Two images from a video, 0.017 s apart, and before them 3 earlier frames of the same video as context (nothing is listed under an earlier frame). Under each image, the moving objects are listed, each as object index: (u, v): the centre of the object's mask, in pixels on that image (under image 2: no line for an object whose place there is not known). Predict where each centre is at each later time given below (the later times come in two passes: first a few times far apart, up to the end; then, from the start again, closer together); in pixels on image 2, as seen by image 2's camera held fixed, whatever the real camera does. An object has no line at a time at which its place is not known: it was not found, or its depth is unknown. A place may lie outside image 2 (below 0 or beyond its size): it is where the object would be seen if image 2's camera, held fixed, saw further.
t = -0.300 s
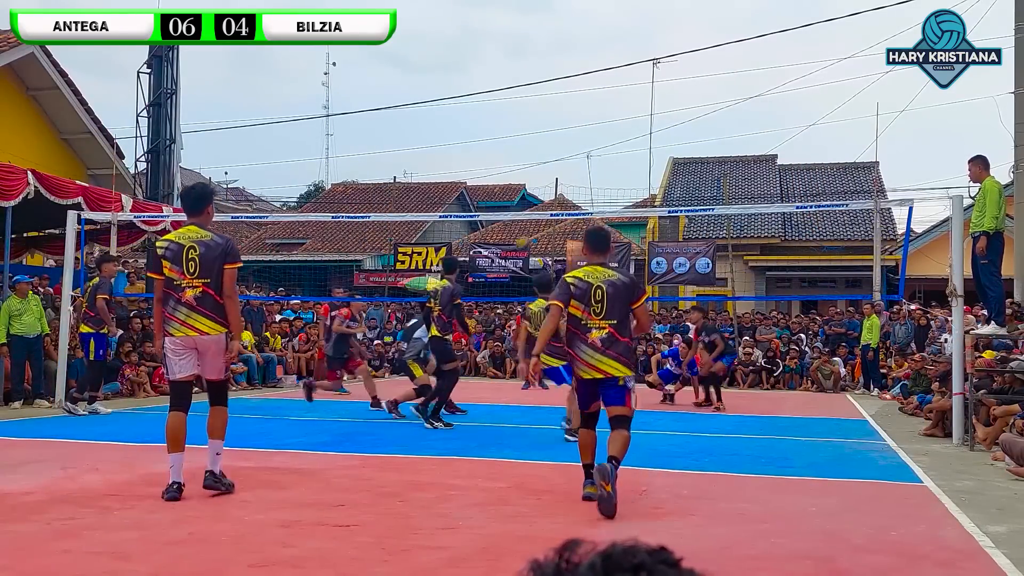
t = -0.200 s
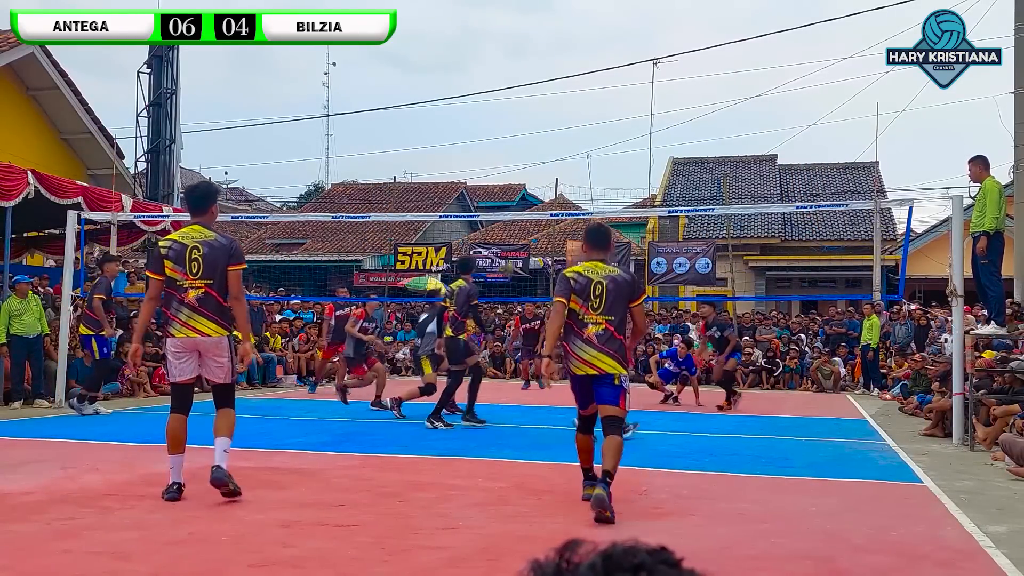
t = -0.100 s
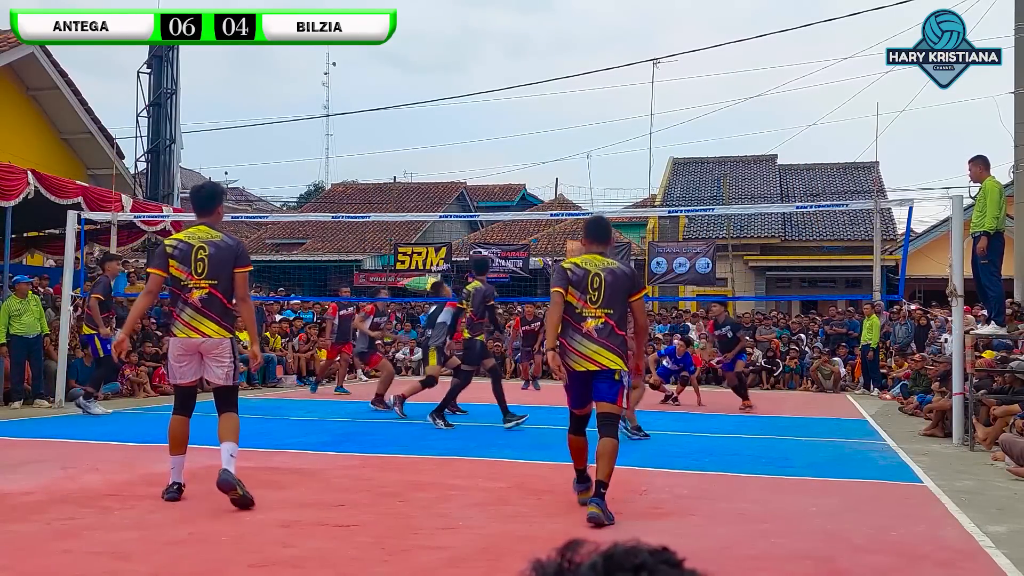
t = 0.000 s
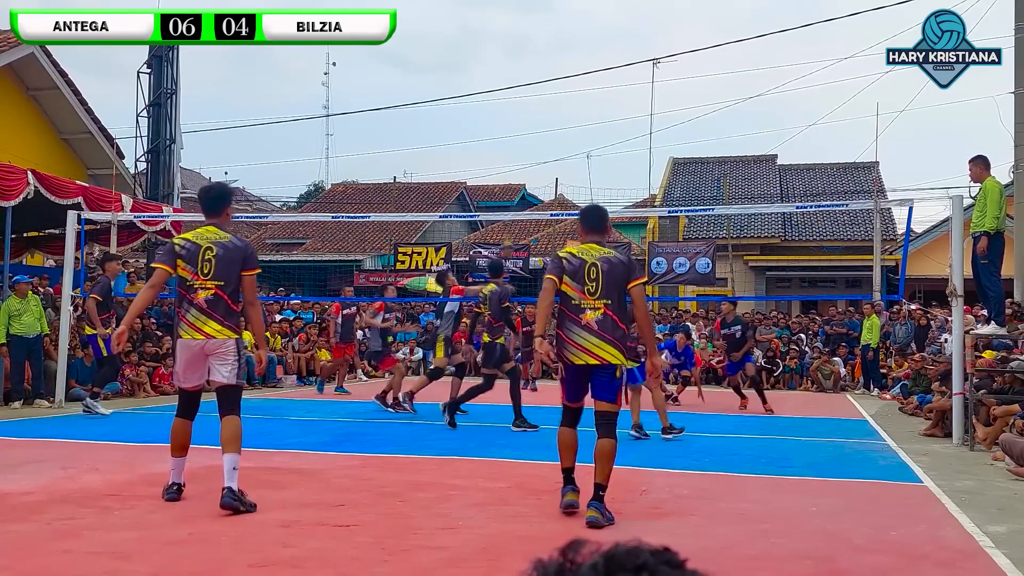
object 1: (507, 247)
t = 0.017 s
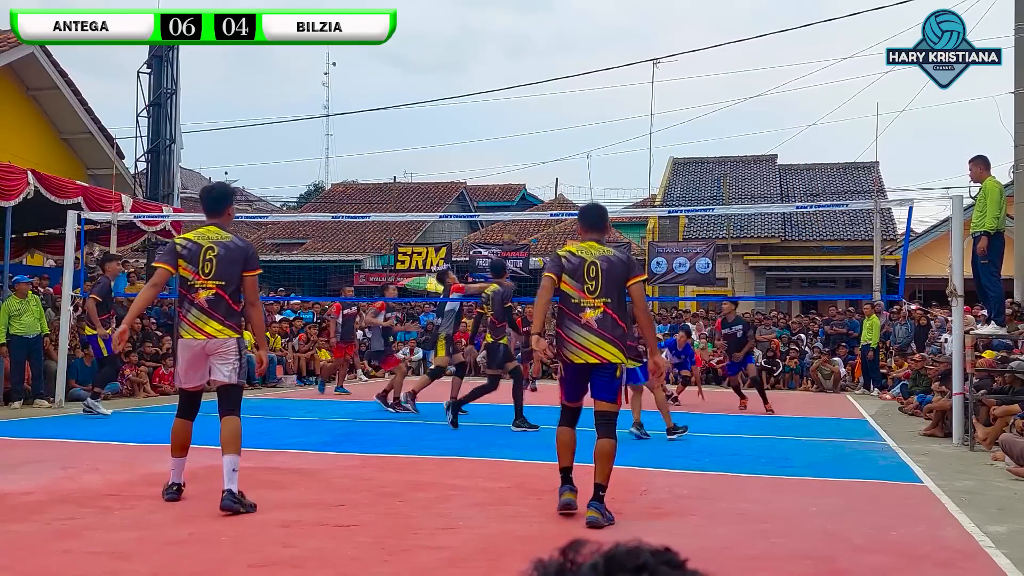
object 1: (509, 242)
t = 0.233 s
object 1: (551, 136)
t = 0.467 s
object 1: (596, 62)
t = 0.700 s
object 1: (642, 29)
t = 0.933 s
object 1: (688, 40)
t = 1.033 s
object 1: (709, 60)
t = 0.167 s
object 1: (538, 164)
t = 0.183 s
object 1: (541, 157)
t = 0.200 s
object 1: (544, 150)
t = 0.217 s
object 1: (548, 143)
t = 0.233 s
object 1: (551, 136)
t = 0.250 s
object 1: (554, 130)
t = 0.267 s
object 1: (557, 123)
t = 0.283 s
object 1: (560, 117)
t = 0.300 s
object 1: (564, 111)
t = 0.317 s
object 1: (567, 105)
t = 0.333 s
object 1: (570, 99)
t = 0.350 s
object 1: (573, 94)
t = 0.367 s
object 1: (576, 89)
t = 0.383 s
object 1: (580, 84)
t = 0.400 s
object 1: (583, 79)
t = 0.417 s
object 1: (586, 74)
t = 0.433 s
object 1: (589, 70)
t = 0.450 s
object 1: (593, 66)
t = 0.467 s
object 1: (596, 62)
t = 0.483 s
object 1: (599, 58)
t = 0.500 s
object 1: (602, 54)
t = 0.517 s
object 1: (606, 51)
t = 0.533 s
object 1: (608, 48)
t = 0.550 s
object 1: (612, 45)
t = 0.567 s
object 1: (615, 42)
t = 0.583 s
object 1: (618, 40)
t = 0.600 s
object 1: (622, 38)
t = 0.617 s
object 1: (625, 36)
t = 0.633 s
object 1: (628, 34)
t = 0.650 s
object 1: (631, 32)
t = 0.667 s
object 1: (635, 31)
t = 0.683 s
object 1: (638, 30)
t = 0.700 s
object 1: (642, 29)
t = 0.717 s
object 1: (645, 28)
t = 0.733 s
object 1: (648, 28)
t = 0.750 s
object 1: (651, 27)
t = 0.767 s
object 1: (655, 28)
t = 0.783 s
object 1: (658, 28)
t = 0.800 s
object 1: (661, 28)
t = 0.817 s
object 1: (664, 29)
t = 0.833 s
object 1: (668, 30)
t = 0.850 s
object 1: (671, 31)
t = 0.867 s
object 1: (675, 32)
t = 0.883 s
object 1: (678, 34)
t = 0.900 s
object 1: (681, 36)
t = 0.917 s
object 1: (685, 38)
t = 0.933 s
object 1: (688, 40)
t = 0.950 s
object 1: (692, 43)
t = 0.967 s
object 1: (695, 46)
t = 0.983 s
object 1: (699, 49)
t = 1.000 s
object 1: (702, 52)
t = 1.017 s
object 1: (705, 56)
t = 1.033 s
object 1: (709, 60)
